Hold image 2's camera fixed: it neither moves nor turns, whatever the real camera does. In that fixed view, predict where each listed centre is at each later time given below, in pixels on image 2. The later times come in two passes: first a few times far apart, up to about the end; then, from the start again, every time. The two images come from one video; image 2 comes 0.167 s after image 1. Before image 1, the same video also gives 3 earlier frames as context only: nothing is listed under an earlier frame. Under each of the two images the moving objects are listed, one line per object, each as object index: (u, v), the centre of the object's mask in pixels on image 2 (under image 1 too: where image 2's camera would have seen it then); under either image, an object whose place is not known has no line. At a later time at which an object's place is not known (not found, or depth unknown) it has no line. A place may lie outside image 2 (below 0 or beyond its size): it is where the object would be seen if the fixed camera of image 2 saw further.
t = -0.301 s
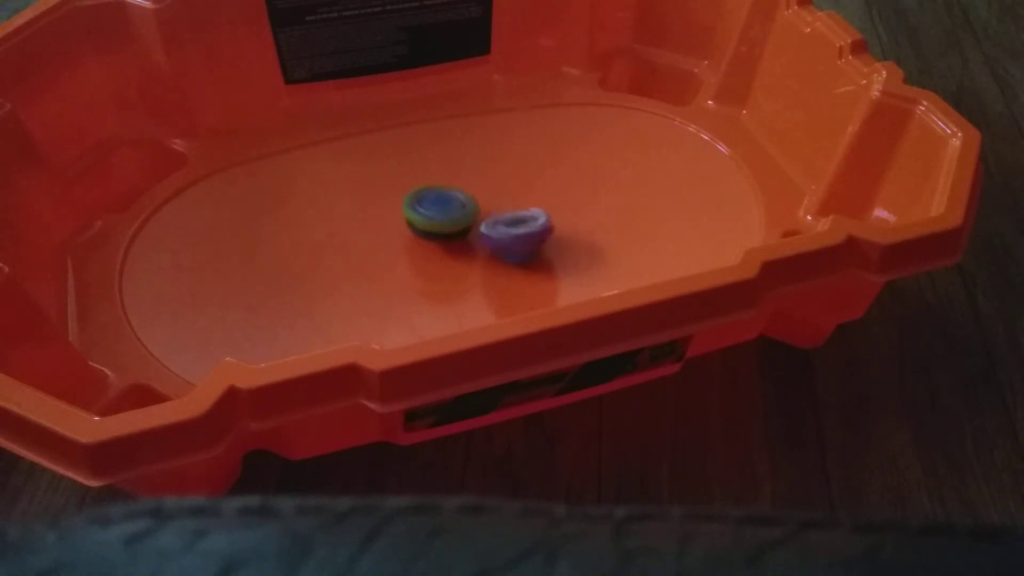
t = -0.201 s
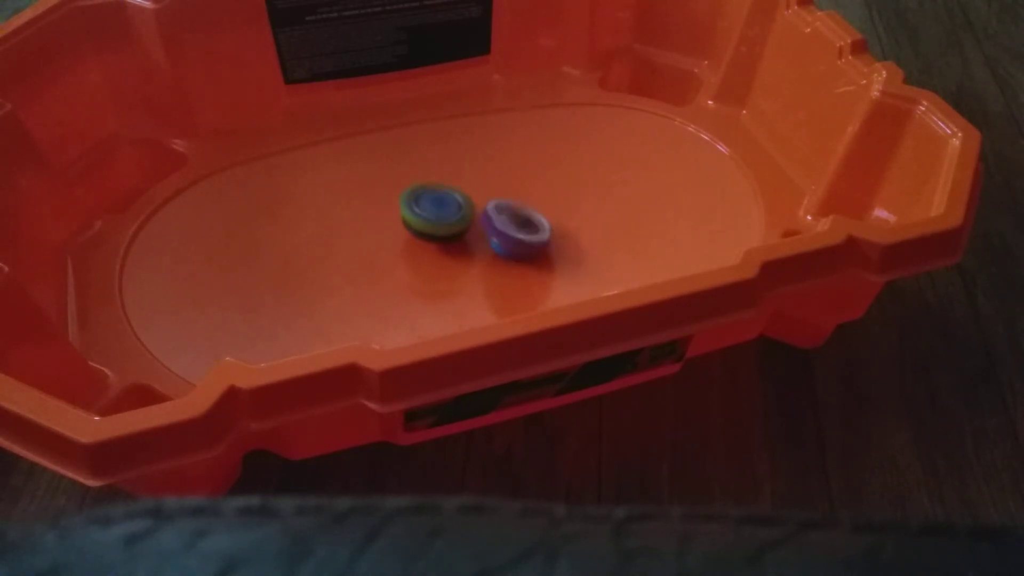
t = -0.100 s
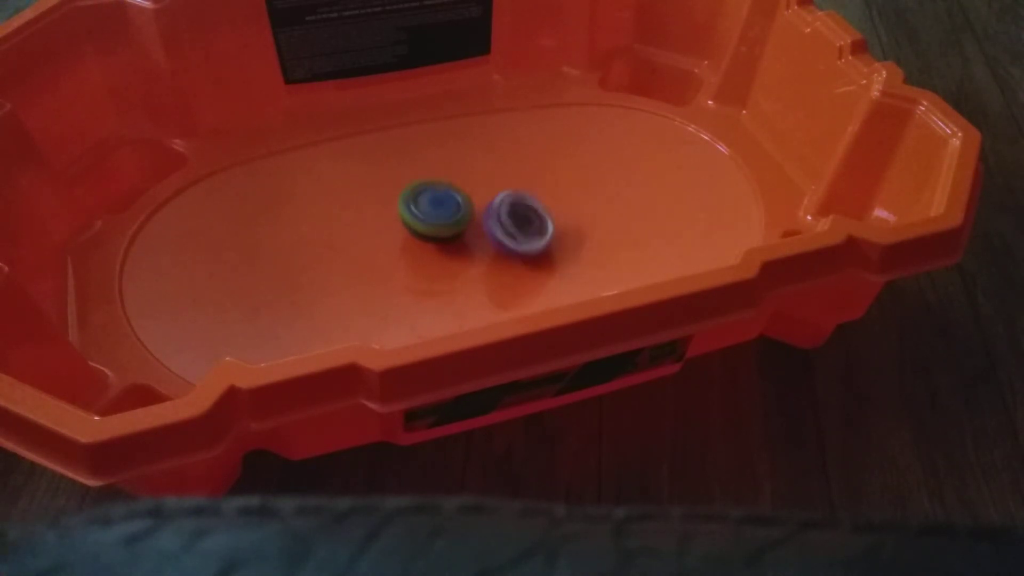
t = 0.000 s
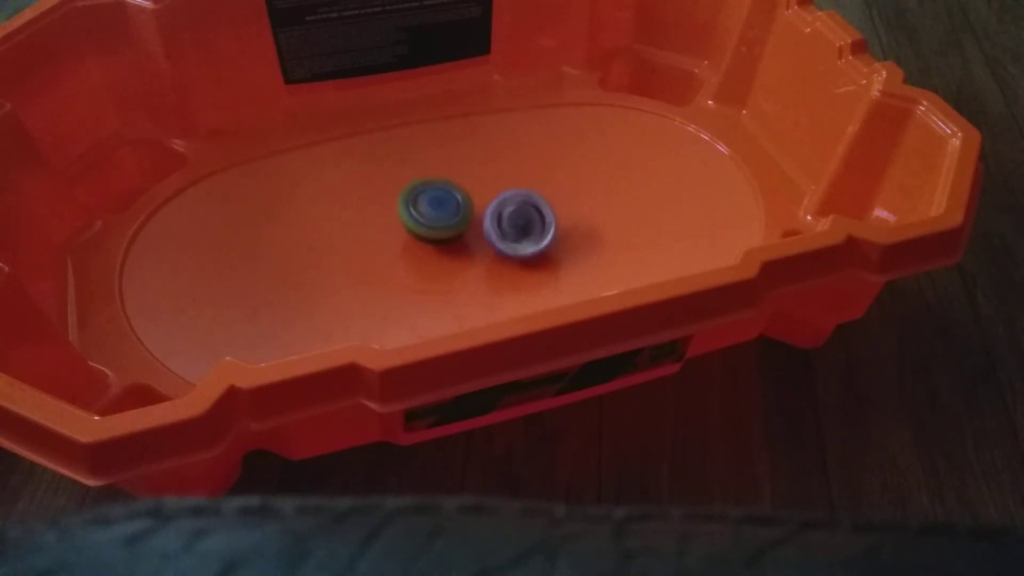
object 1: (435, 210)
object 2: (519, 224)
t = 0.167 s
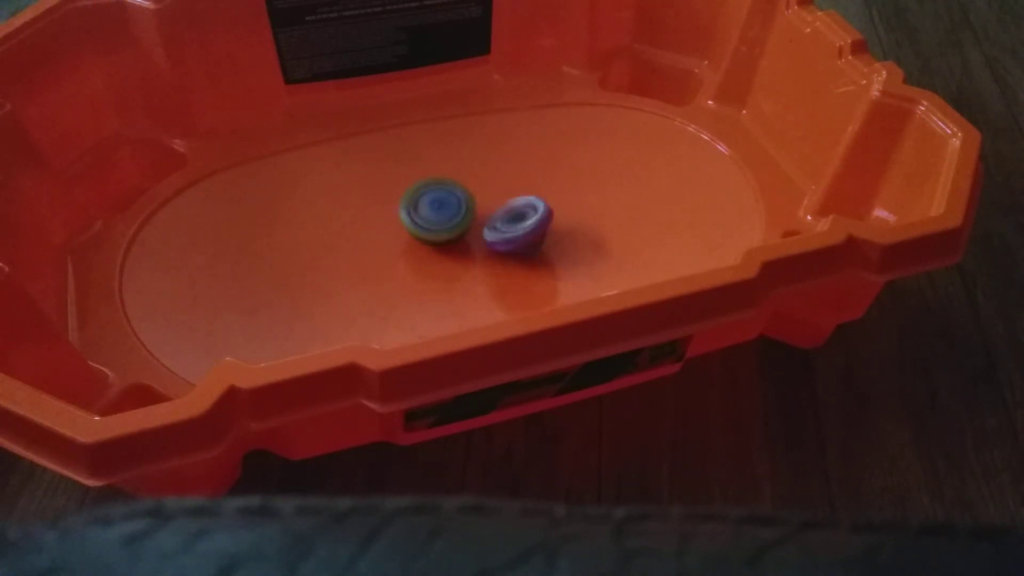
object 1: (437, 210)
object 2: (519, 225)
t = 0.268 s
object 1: (440, 213)
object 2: (517, 228)
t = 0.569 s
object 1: (426, 211)
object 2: (542, 236)
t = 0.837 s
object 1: (425, 213)
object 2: (529, 246)
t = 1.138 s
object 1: (427, 218)
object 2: (529, 245)
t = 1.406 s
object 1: (430, 221)
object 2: (529, 245)
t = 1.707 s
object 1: (434, 219)
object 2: (529, 245)
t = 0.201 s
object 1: (438, 211)
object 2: (519, 226)
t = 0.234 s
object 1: (439, 212)
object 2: (517, 227)
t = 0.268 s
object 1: (440, 213)
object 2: (517, 228)
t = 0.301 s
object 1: (440, 213)
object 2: (518, 225)
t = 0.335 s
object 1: (441, 214)
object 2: (518, 223)
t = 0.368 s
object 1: (439, 213)
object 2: (520, 228)
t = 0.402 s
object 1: (432, 210)
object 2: (525, 232)
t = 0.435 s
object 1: (429, 209)
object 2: (530, 234)
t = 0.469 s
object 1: (428, 210)
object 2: (535, 234)
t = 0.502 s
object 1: (428, 210)
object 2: (538, 236)
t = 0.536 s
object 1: (427, 211)
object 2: (540, 236)
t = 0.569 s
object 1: (426, 211)
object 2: (542, 236)
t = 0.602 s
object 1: (426, 211)
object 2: (542, 236)
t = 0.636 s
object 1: (426, 212)
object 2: (542, 237)
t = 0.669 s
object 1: (426, 212)
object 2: (539, 238)
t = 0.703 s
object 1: (426, 212)
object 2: (536, 240)
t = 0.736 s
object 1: (426, 212)
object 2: (533, 241)
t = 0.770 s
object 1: (425, 212)
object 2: (531, 243)
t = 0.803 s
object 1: (425, 212)
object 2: (530, 244)
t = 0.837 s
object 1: (425, 213)
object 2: (529, 246)
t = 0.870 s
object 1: (425, 213)
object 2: (530, 246)
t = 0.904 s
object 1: (425, 213)
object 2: (529, 246)
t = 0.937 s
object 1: (425, 214)
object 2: (529, 246)
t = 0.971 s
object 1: (425, 214)
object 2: (529, 246)
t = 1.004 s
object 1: (425, 214)
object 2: (529, 246)
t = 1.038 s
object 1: (426, 215)
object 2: (529, 246)
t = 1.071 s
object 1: (426, 216)
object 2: (529, 246)
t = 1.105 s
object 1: (426, 217)
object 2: (529, 246)
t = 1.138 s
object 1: (427, 218)
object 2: (529, 245)
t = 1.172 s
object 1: (427, 219)
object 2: (529, 245)
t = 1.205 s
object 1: (428, 219)
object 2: (529, 245)
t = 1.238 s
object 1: (429, 219)
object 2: (529, 245)
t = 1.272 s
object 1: (429, 220)
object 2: (529, 245)
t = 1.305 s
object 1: (429, 220)
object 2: (529, 245)
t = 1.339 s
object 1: (430, 221)
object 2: (529, 245)
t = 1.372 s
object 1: (430, 221)
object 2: (529, 245)
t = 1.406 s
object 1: (430, 221)
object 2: (529, 245)
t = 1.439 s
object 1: (431, 221)
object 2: (529, 245)
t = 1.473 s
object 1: (431, 221)
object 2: (529, 245)
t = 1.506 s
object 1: (431, 220)
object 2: (529, 245)
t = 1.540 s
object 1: (431, 220)
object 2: (529, 245)
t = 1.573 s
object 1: (432, 220)
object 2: (529, 245)
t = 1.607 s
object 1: (432, 220)
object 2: (529, 245)
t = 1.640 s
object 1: (433, 219)
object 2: (529, 245)
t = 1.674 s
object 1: (433, 219)
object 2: (529, 245)
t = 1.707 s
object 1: (434, 219)
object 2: (529, 245)
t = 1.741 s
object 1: (434, 219)
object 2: (529, 245)
